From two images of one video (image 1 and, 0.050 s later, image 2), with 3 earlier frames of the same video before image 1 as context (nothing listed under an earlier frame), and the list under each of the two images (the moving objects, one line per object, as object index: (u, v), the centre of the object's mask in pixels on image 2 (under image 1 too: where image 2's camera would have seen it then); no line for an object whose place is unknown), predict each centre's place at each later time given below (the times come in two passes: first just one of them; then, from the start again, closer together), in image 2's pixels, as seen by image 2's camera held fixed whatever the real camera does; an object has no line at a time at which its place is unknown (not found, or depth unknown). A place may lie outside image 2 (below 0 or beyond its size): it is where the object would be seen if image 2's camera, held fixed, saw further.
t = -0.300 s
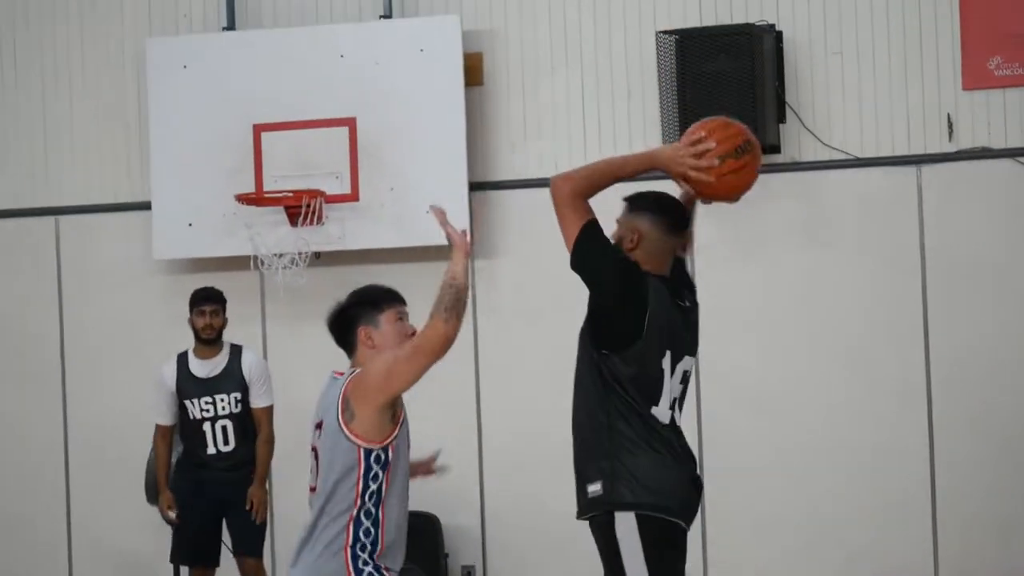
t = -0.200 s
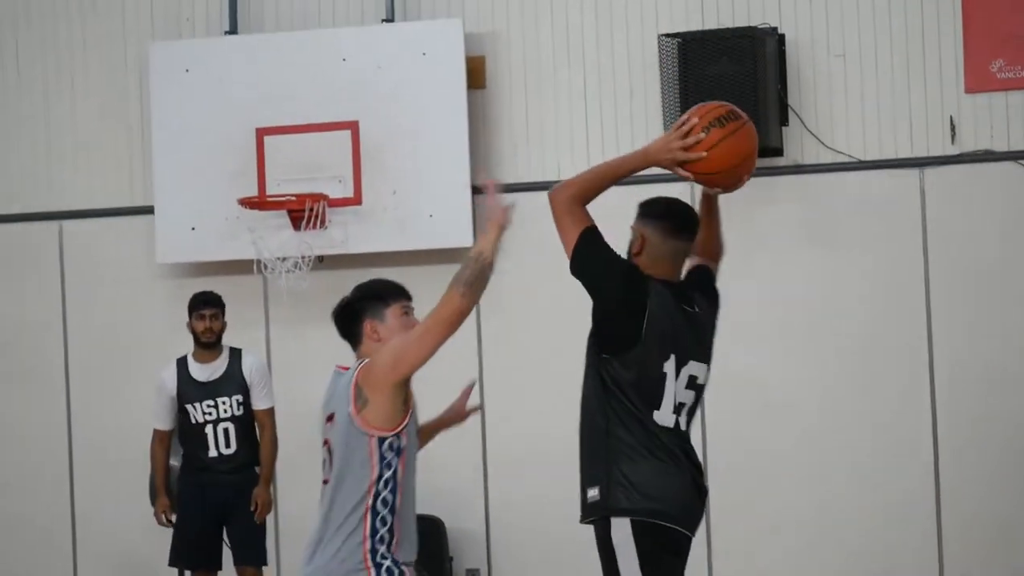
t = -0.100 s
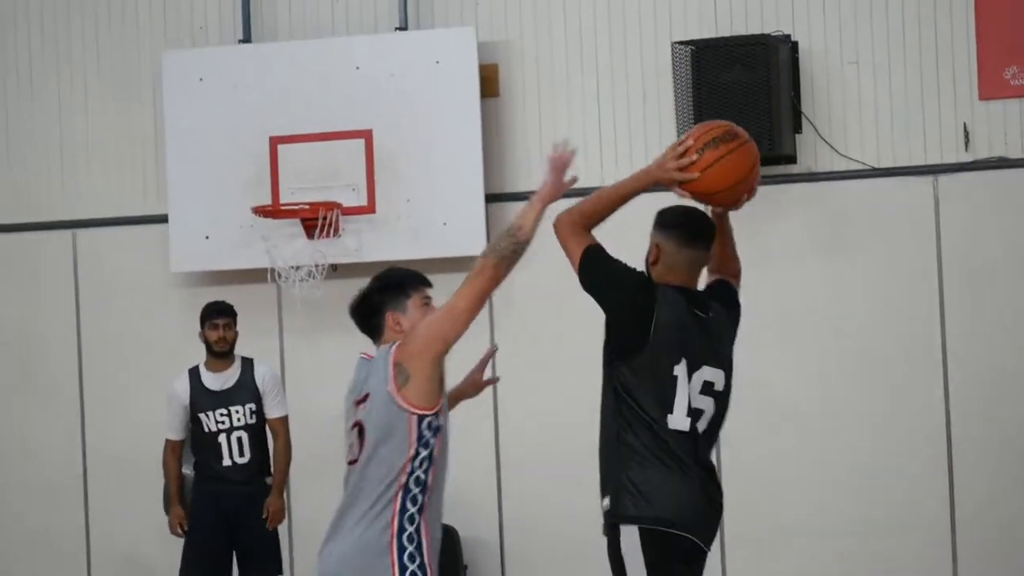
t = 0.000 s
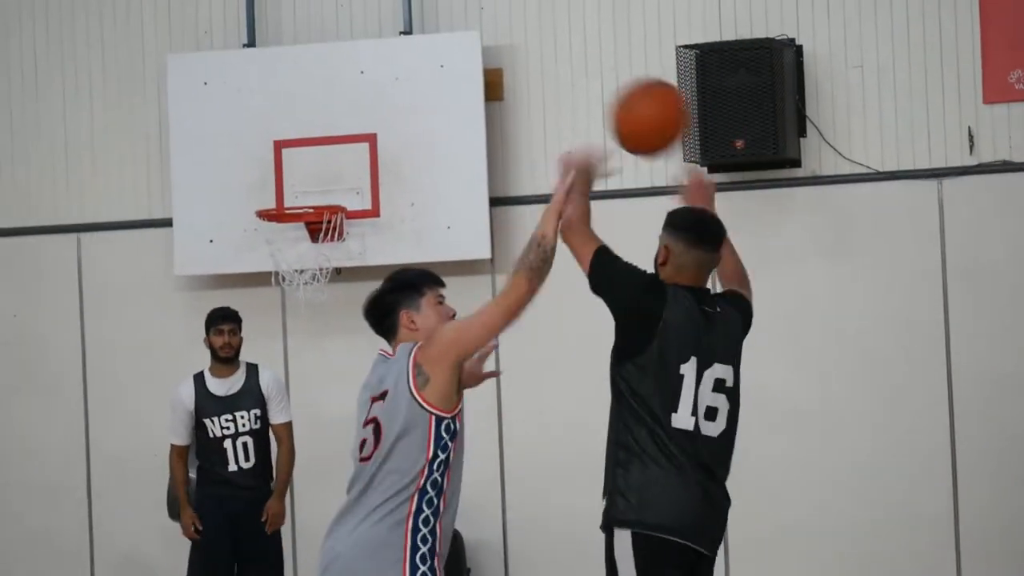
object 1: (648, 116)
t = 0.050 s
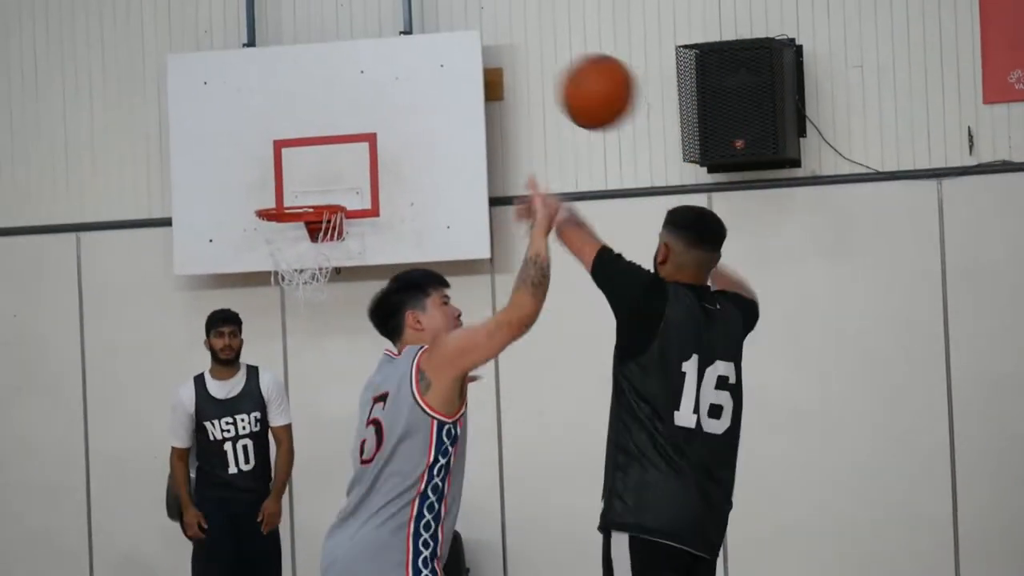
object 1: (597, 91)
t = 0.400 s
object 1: (339, 134)
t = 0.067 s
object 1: (581, 84)
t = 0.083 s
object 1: (565, 79)
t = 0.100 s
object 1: (551, 75)
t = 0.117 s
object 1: (536, 71)
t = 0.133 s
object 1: (519, 70)
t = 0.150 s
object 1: (508, 67)
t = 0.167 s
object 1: (494, 66)
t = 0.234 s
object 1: (441, 73)
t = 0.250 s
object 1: (430, 76)
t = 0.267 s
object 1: (419, 80)
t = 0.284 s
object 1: (408, 85)
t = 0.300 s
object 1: (397, 90)
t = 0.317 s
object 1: (386, 96)
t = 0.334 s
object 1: (376, 102)
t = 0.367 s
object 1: (357, 117)
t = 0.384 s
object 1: (348, 125)
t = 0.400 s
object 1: (339, 134)
